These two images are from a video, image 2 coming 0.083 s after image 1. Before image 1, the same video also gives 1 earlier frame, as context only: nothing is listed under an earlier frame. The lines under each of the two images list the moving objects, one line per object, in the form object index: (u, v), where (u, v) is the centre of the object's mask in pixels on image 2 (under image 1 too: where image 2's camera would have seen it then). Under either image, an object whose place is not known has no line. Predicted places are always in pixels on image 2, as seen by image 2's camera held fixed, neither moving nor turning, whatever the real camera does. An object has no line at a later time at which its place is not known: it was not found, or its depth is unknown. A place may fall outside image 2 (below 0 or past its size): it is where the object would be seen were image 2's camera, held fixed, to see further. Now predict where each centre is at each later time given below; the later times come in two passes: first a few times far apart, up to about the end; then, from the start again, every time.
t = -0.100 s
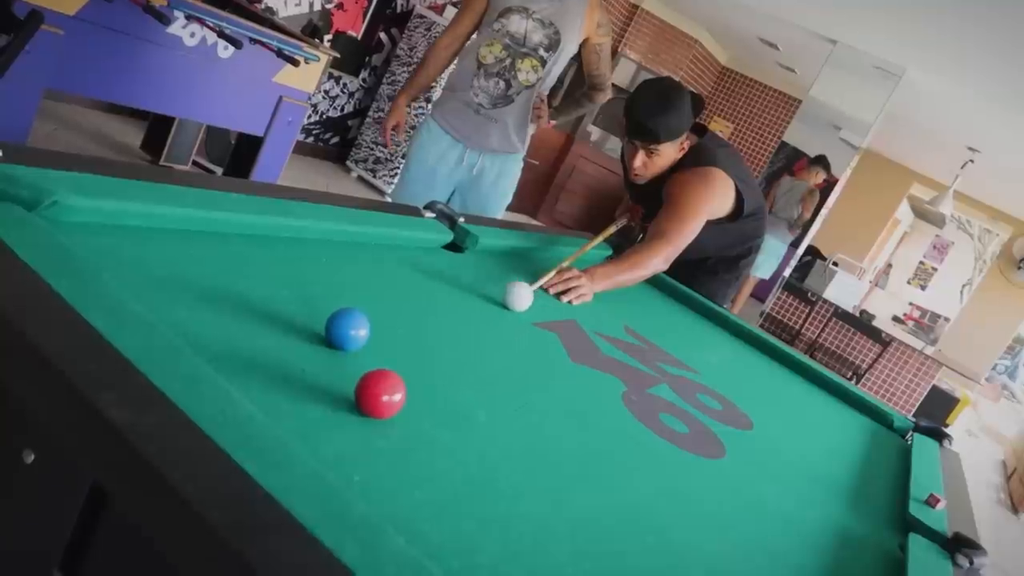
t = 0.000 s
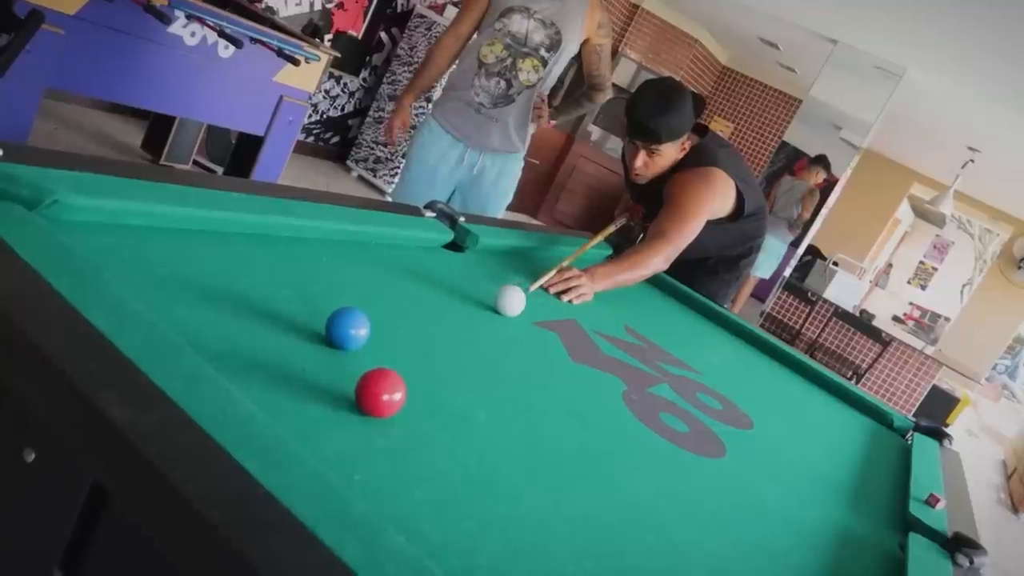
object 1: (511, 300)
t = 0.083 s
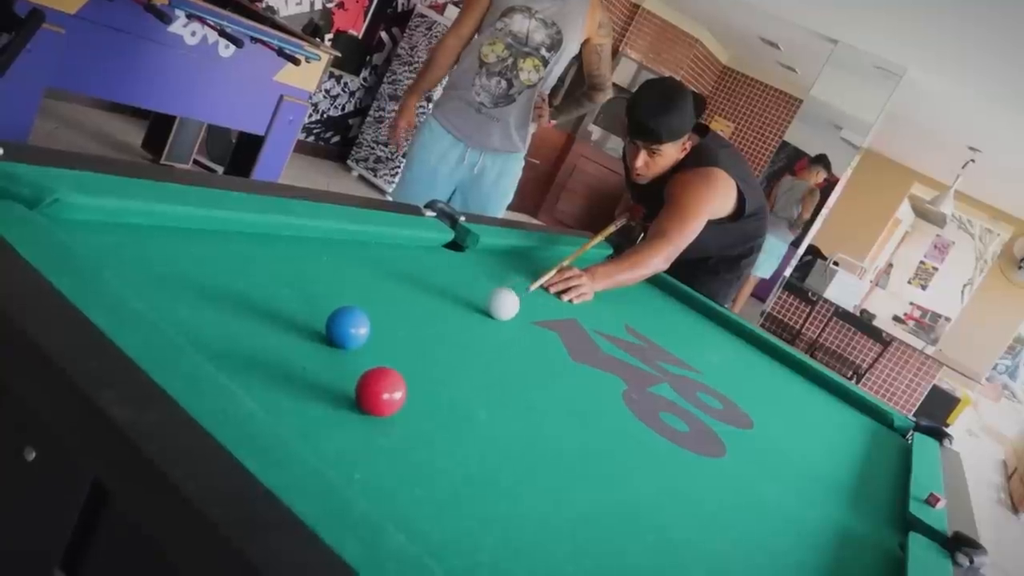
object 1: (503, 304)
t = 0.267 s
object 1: (485, 314)
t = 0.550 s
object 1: (451, 332)
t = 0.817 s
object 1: (414, 353)
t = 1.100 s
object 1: (368, 365)
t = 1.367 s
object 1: (328, 364)
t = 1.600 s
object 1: (295, 365)
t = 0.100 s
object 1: (502, 305)
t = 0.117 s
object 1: (500, 306)
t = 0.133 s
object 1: (499, 307)
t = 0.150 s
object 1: (497, 308)
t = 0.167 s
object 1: (495, 308)
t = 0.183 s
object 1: (494, 309)
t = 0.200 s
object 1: (492, 310)
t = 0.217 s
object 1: (490, 311)
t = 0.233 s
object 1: (489, 312)
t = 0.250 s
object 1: (487, 313)
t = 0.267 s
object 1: (485, 314)
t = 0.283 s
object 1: (483, 315)
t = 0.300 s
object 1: (481, 316)
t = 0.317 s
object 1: (480, 317)
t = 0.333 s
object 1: (478, 318)
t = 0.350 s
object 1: (476, 319)
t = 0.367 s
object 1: (474, 320)
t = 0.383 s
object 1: (472, 321)
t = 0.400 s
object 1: (471, 322)
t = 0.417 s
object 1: (469, 323)
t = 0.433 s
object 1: (466, 324)
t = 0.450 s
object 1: (464, 325)
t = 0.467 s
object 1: (462, 327)
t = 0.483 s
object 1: (461, 328)
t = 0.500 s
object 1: (458, 329)
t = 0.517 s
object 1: (455, 330)
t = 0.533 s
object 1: (453, 331)
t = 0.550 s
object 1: (451, 332)
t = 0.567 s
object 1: (449, 333)
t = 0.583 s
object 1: (447, 335)
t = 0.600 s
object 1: (445, 336)
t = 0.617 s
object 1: (443, 337)
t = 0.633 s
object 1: (440, 338)
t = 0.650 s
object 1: (438, 340)
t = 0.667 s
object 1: (436, 341)
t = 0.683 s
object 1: (434, 342)
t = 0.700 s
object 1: (431, 344)
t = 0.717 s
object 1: (429, 345)
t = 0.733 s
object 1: (427, 347)
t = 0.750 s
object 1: (424, 348)
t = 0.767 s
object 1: (421, 349)
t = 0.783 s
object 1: (419, 351)
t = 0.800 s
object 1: (416, 352)
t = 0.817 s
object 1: (414, 353)
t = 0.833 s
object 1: (412, 354)
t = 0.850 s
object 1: (409, 356)
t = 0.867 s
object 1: (407, 357)
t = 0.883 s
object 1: (405, 357)
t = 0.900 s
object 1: (402, 358)
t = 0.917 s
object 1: (400, 359)
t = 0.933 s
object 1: (398, 359)
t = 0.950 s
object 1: (395, 359)
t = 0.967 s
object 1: (392, 360)
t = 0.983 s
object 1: (389, 359)
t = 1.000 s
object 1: (385, 360)
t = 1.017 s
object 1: (383, 361)
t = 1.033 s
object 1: (380, 362)
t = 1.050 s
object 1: (376, 362)
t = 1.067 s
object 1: (374, 363)
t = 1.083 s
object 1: (372, 364)
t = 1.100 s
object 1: (368, 365)
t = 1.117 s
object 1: (366, 365)
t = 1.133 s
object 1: (364, 366)
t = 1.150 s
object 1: (361, 366)
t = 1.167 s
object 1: (359, 366)
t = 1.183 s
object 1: (356, 366)
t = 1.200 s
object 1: (353, 366)
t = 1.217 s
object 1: (351, 365)
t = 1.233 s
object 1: (348, 365)
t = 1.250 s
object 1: (346, 365)
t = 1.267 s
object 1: (343, 365)
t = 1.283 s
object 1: (341, 365)
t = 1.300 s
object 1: (338, 365)
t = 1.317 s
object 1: (336, 365)
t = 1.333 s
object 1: (333, 365)
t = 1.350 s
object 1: (331, 365)
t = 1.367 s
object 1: (328, 364)
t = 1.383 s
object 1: (326, 364)
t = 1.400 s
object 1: (324, 364)
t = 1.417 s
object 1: (321, 364)
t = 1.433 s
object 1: (319, 364)
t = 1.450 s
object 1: (316, 364)
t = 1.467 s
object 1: (314, 364)
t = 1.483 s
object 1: (311, 365)
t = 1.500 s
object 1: (309, 365)
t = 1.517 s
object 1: (307, 365)
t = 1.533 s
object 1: (305, 365)
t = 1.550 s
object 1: (302, 365)
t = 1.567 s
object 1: (300, 365)
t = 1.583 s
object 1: (298, 365)
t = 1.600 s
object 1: (295, 365)
